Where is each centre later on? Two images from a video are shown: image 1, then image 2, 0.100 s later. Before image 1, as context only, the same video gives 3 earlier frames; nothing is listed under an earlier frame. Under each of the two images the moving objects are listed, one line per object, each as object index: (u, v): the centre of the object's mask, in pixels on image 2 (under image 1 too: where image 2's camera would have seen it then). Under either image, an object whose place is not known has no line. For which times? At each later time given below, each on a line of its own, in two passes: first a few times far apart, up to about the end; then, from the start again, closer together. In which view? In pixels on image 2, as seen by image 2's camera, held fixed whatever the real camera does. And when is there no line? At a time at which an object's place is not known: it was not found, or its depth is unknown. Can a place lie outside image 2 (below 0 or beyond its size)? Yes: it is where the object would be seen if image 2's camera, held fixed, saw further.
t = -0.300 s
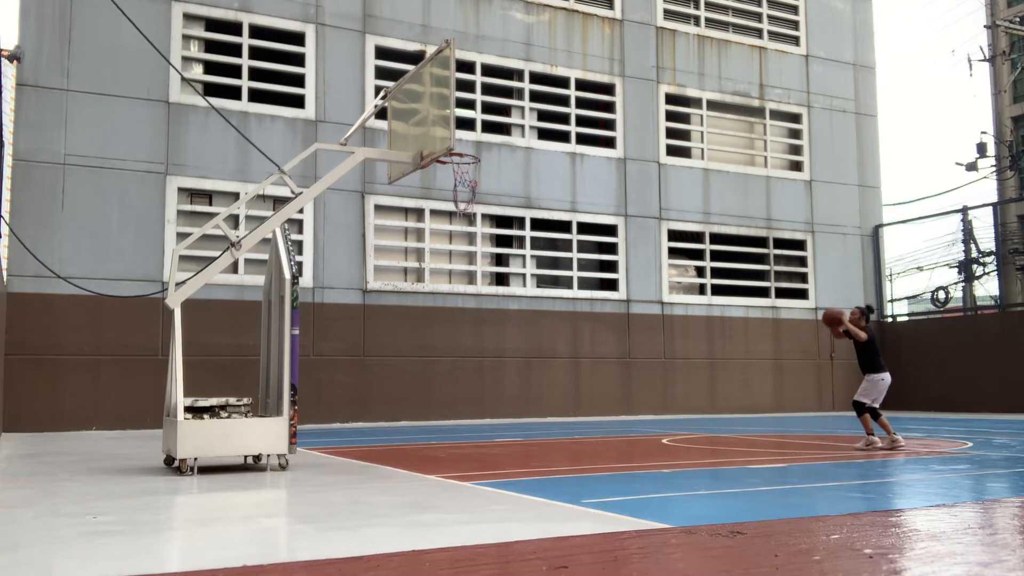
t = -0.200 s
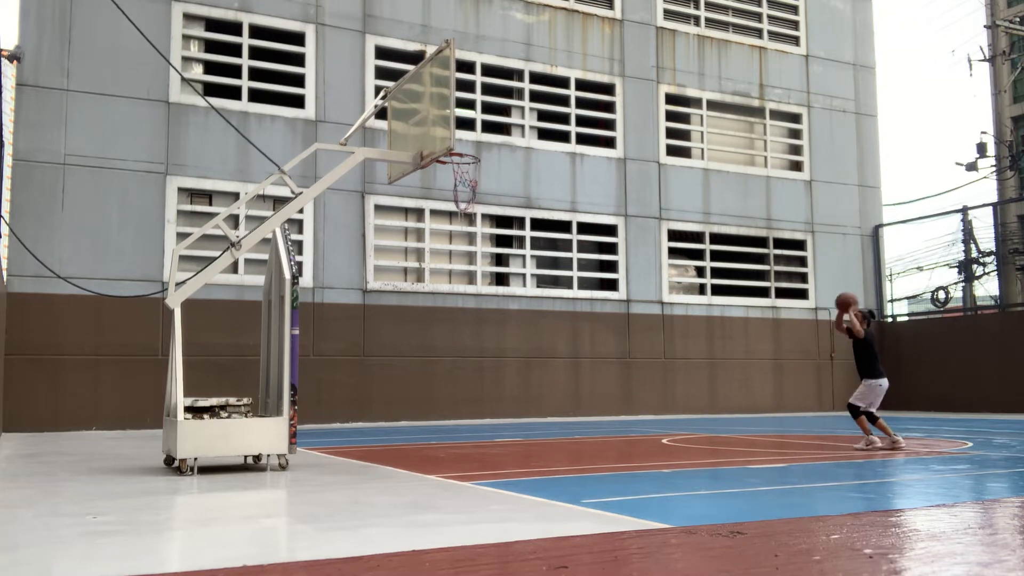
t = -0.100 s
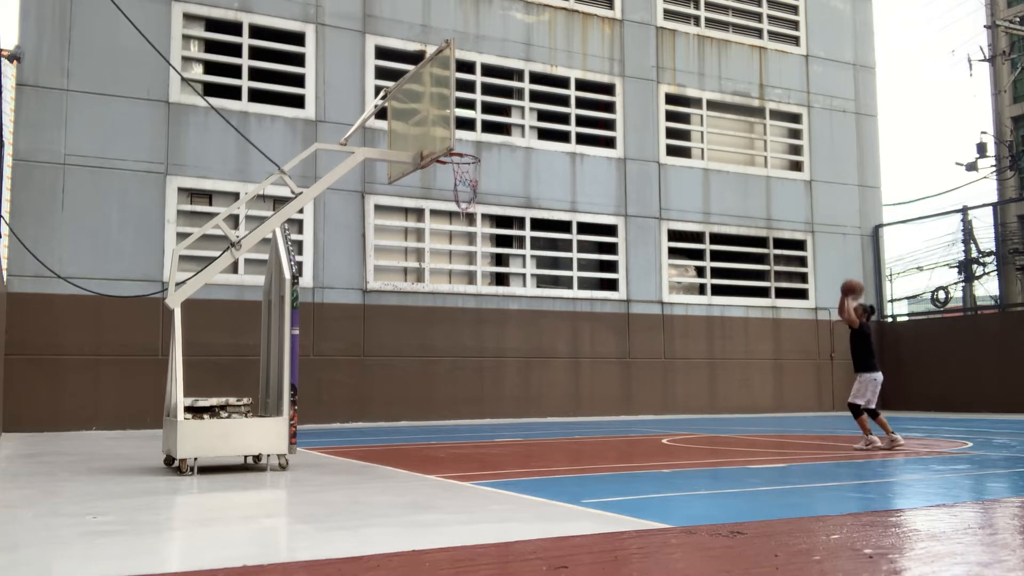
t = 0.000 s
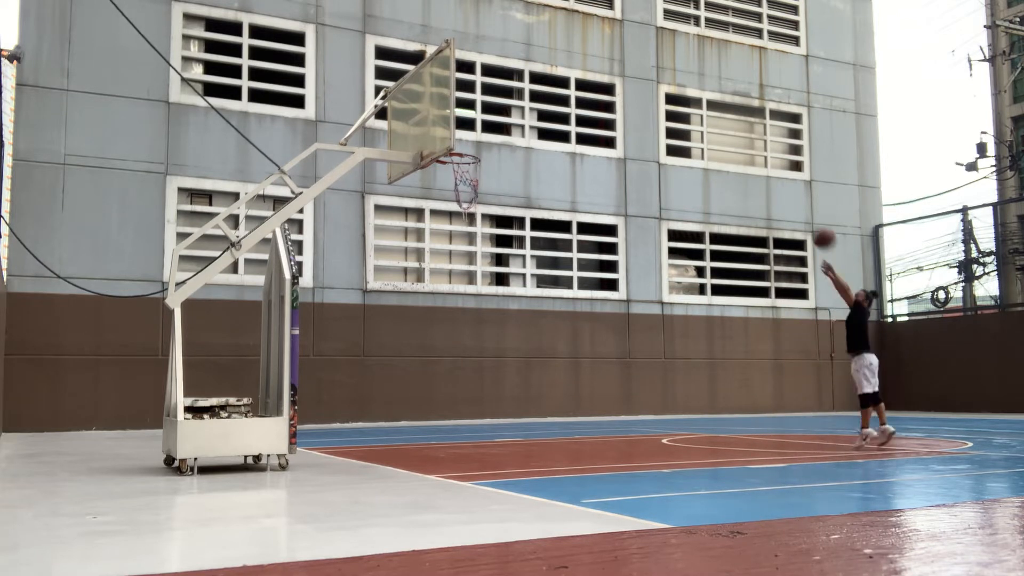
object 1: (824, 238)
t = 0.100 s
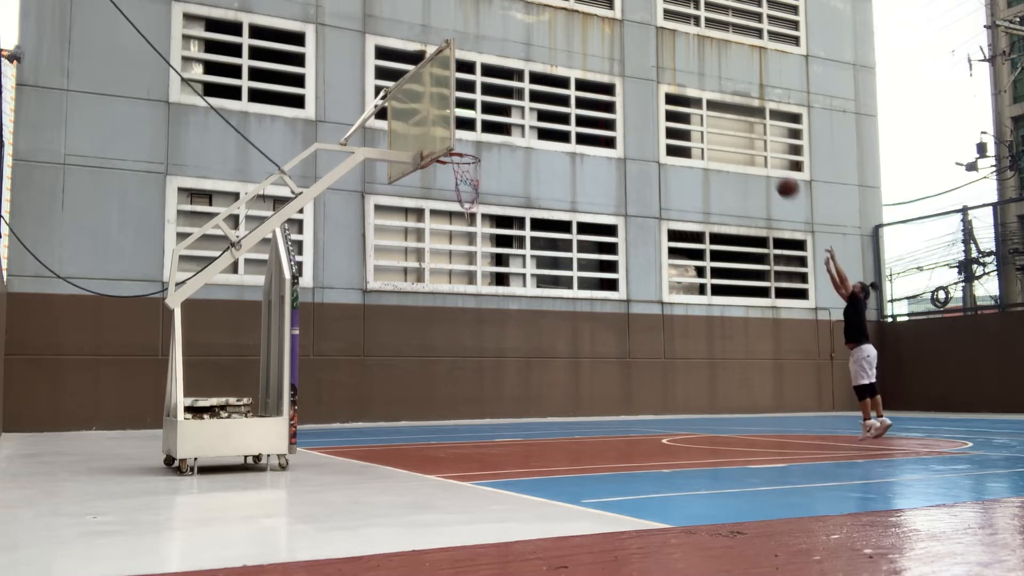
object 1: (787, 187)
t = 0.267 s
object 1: (728, 120)
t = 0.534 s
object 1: (632, 64)
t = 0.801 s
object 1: (536, 69)
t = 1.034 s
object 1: (457, 126)
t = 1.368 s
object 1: (533, 137)
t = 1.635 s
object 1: (620, 203)
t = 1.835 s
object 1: (687, 298)
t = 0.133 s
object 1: (775, 172)
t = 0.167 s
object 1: (764, 158)
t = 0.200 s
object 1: (751, 145)
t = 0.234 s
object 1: (740, 132)
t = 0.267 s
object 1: (728, 120)
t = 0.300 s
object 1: (716, 111)
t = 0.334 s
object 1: (705, 101)
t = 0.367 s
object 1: (692, 92)
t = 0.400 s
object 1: (680, 85)
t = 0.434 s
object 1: (668, 78)
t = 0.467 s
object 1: (656, 73)
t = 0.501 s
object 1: (644, 68)
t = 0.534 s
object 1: (632, 64)
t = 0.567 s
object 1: (620, 61)
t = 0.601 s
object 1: (608, 60)
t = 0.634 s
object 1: (596, 59)
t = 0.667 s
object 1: (584, 59)
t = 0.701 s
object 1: (572, 60)
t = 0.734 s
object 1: (560, 62)
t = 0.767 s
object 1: (548, 65)
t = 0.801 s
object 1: (536, 69)
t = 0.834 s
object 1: (524, 74)
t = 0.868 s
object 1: (511, 80)
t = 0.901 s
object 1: (499, 88)
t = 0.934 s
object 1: (487, 96)
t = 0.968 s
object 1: (474, 106)
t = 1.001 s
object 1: (463, 116)
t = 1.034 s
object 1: (457, 126)
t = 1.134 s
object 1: (461, 133)
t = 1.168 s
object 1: (467, 131)
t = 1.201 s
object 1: (479, 130)
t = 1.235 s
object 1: (490, 129)
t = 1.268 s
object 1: (500, 130)
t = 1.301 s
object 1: (511, 131)
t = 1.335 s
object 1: (522, 133)
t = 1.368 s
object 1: (533, 137)
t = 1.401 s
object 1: (544, 141)
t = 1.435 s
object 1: (555, 147)
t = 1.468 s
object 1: (566, 154)
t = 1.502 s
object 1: (577, 162)
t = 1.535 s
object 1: (588, 171)
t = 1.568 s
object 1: (599, 181)
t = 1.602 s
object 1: (610, 192)
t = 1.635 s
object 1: (620, 203)
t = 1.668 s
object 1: (632, 216)
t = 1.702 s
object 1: (643, 231)
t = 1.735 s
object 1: (654, 246)
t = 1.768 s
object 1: (665, 262)
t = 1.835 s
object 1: (687, 298)
